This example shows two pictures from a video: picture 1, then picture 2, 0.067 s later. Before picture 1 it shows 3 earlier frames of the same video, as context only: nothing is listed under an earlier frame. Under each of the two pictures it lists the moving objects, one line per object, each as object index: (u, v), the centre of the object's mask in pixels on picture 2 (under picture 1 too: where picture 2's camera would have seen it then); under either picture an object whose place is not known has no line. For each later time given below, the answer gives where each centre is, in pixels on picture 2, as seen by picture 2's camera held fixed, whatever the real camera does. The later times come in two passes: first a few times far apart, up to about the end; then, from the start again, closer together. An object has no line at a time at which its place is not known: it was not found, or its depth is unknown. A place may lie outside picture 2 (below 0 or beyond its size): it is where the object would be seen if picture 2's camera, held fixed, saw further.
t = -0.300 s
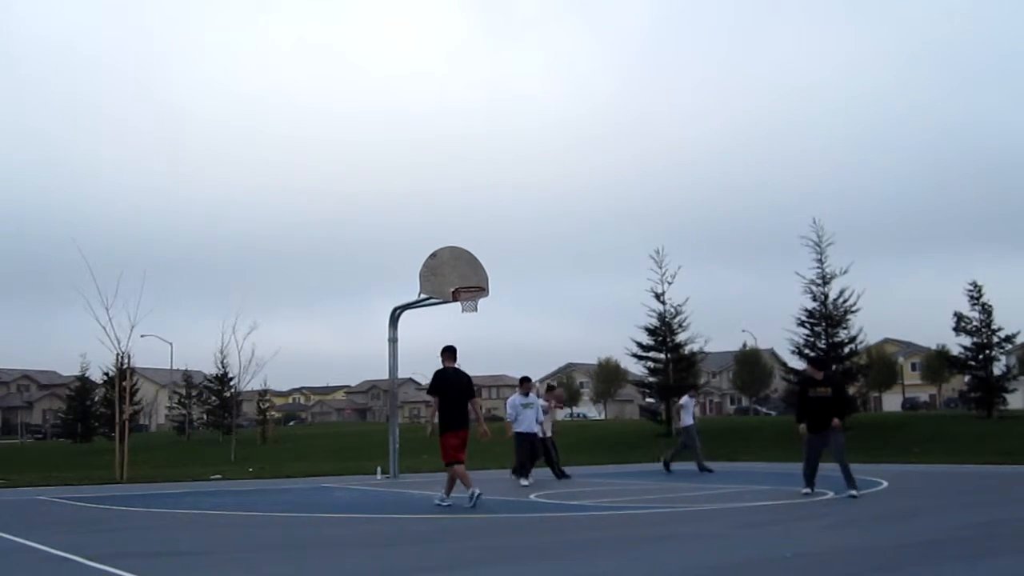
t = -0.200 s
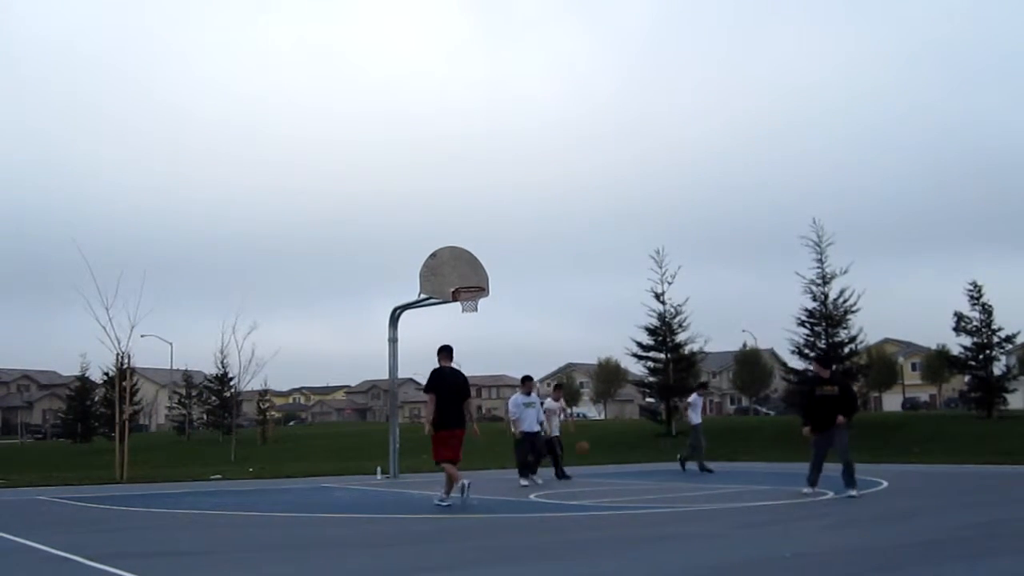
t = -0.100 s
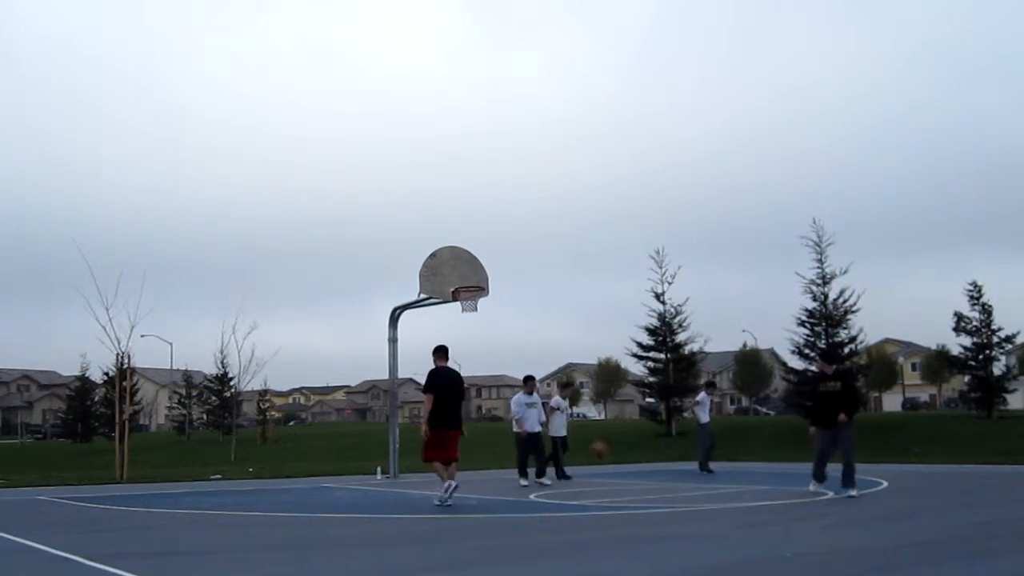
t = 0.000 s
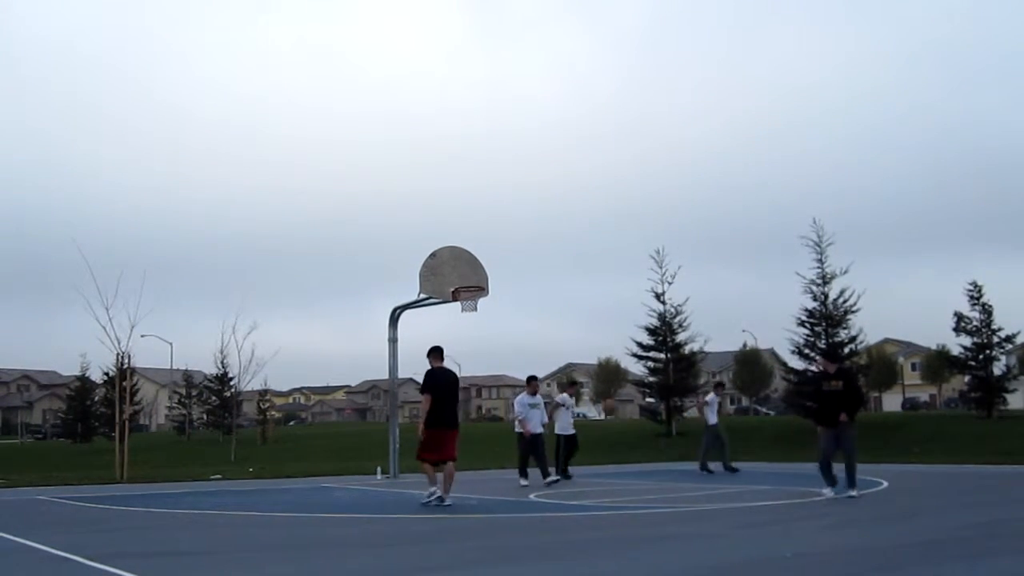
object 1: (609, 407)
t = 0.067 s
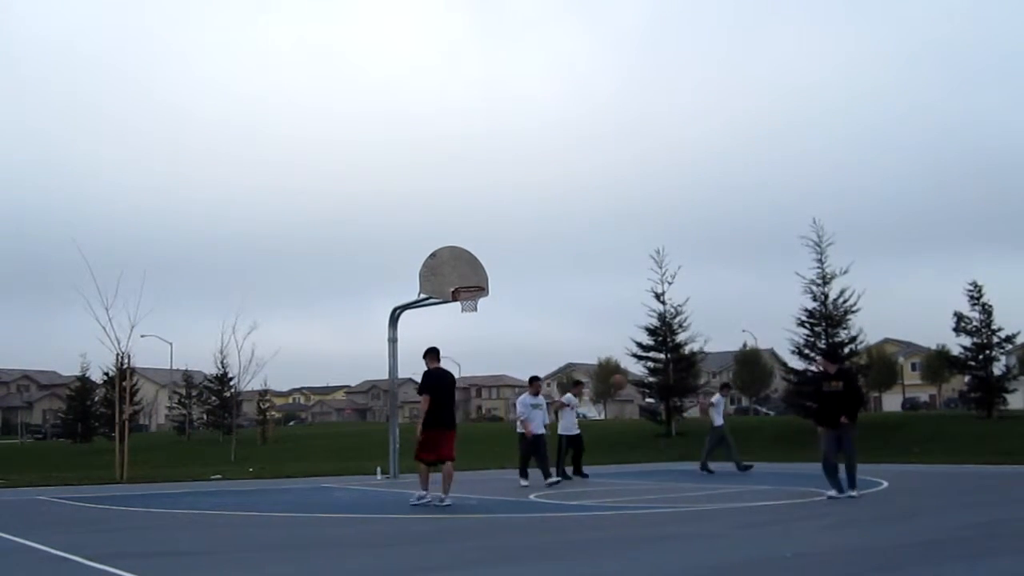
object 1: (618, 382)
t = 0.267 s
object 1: (641, 323)
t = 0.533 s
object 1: (675, 285)
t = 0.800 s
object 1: (713, 295)
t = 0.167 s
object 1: (629, 350)
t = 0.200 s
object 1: (632, 340)
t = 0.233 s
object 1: (636, 331)
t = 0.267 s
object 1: (641, 323)
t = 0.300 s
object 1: (645, 316)
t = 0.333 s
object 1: (649, 309)
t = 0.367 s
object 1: (654, 303)
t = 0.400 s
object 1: (658, 298)
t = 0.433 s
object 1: (662, 294)
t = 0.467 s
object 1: (667, 290)
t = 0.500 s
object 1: (671, 287)
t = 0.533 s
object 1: (675, 285)
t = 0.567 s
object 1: (680, 283)
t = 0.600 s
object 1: (685, 282)
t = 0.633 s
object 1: (689, 282)
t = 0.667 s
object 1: (694, 283)
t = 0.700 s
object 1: (699, 285)
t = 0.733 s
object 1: (704, 288)
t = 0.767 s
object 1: (708, 291)
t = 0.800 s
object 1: (713, 295)
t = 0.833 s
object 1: (719, 300)
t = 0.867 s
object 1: (724, 306)
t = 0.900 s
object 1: (729, 313)
